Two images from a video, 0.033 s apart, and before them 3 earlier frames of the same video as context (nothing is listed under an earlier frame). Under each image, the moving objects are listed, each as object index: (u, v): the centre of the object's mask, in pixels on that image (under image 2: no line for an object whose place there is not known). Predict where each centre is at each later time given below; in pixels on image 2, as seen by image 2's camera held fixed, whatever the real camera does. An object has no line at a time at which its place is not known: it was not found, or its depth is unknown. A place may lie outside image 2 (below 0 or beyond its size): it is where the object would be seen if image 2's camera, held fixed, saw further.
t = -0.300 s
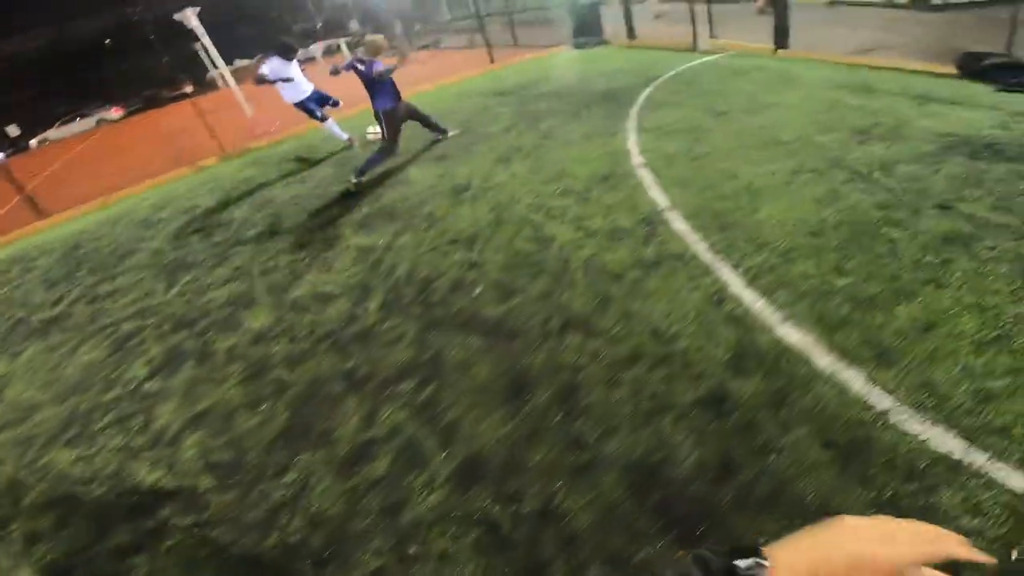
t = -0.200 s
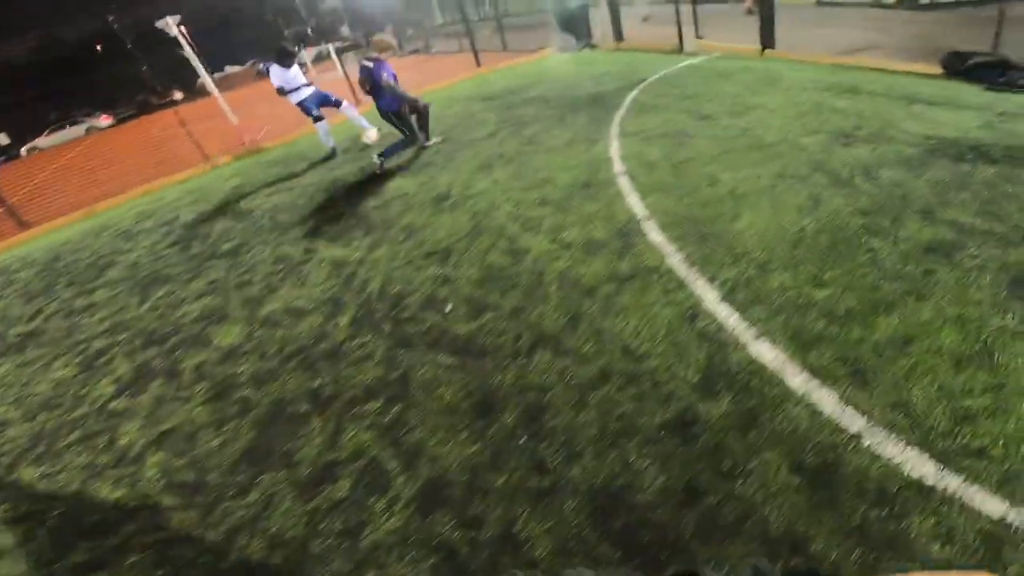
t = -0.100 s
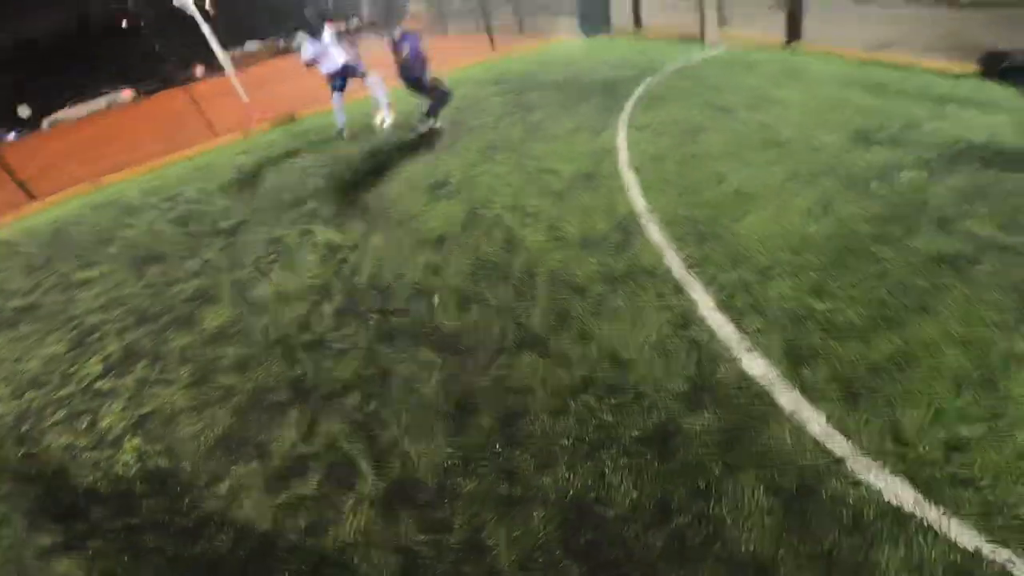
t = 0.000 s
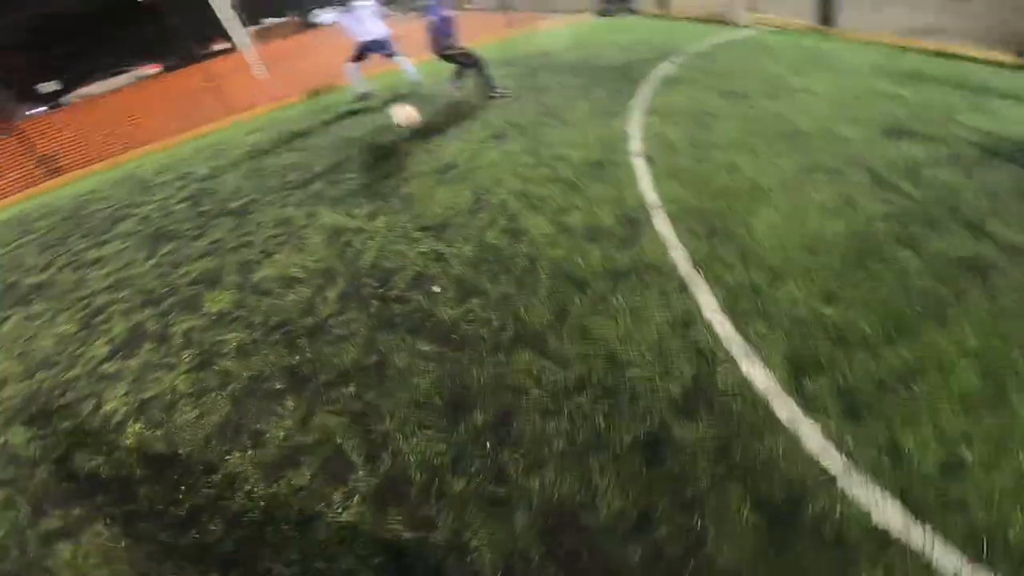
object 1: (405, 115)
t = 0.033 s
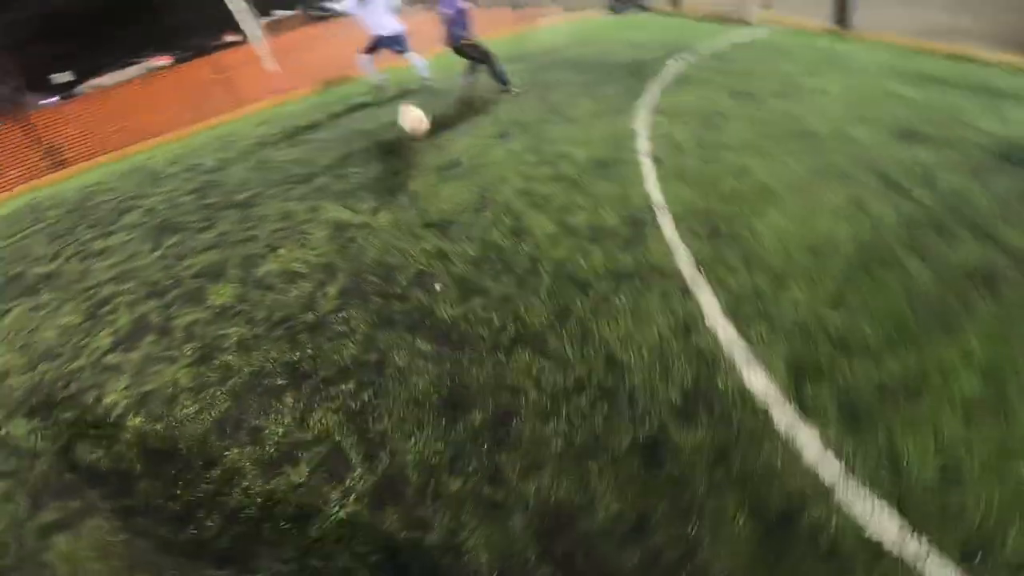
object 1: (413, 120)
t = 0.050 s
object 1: (416, 126)
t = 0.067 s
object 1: (417, 132)
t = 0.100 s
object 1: (423, 147)
